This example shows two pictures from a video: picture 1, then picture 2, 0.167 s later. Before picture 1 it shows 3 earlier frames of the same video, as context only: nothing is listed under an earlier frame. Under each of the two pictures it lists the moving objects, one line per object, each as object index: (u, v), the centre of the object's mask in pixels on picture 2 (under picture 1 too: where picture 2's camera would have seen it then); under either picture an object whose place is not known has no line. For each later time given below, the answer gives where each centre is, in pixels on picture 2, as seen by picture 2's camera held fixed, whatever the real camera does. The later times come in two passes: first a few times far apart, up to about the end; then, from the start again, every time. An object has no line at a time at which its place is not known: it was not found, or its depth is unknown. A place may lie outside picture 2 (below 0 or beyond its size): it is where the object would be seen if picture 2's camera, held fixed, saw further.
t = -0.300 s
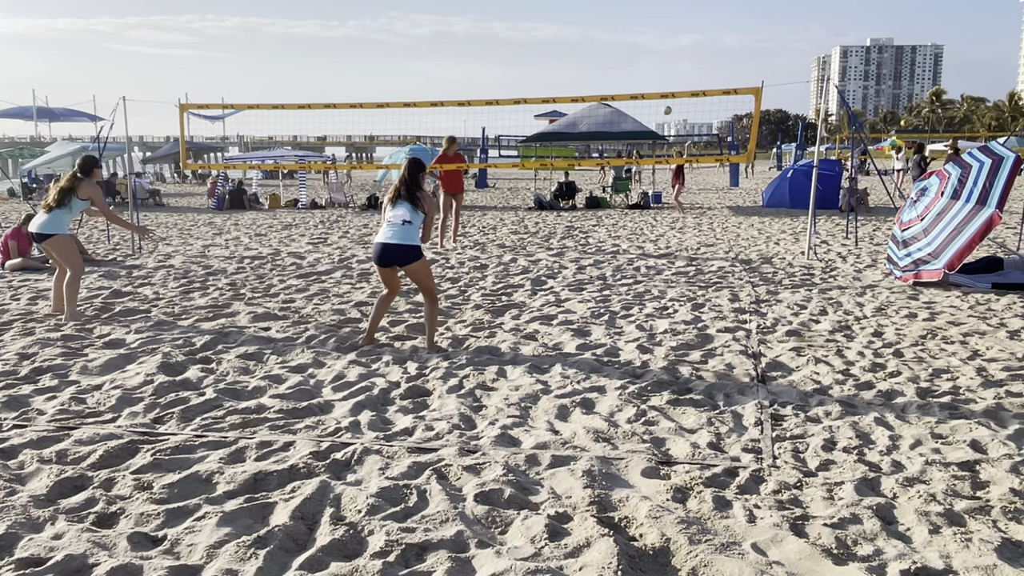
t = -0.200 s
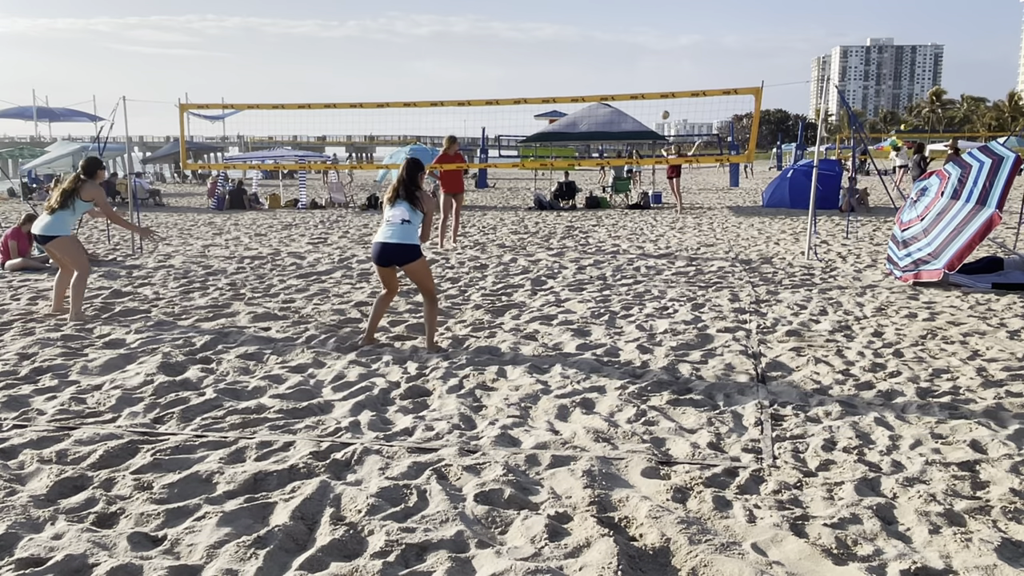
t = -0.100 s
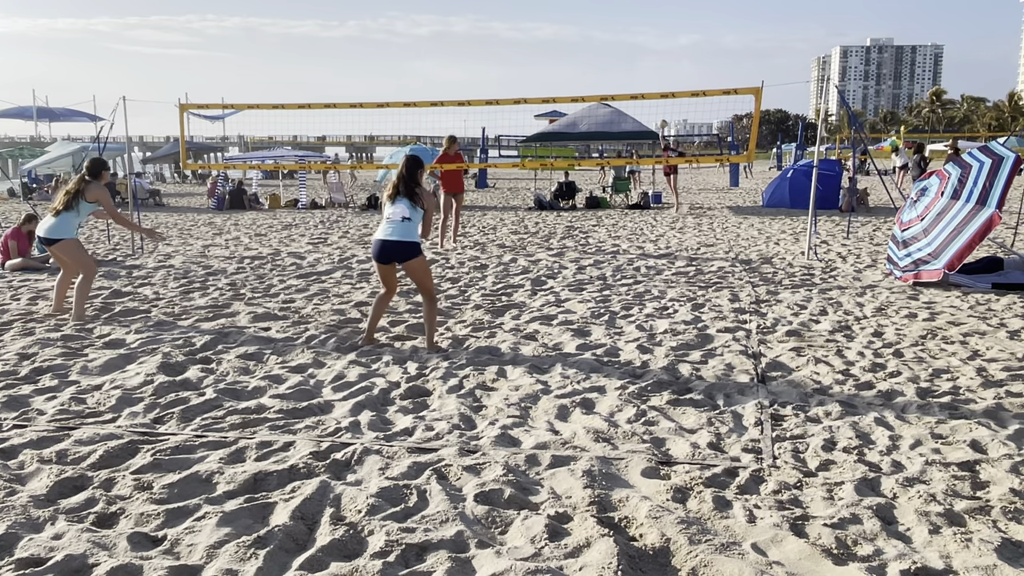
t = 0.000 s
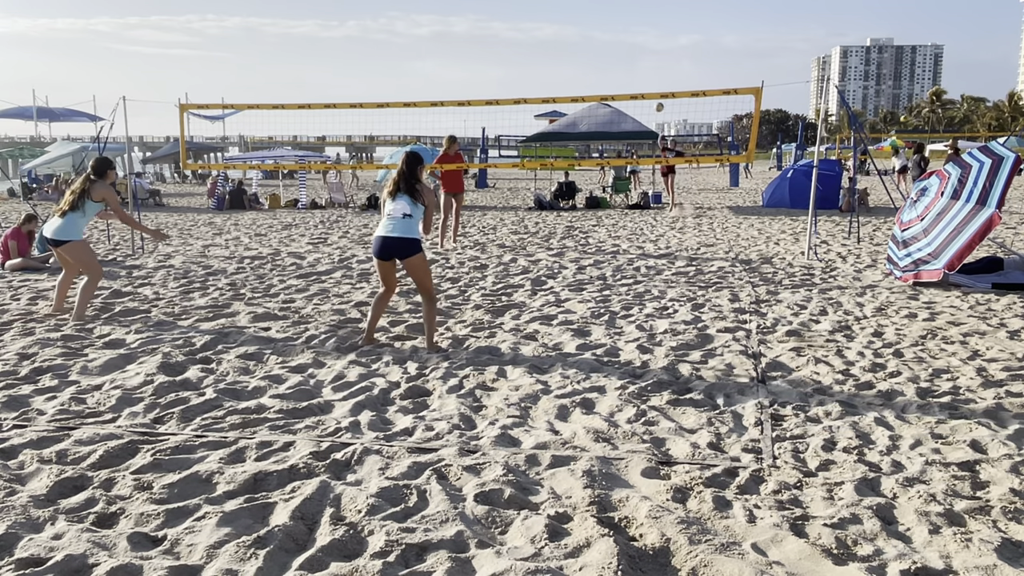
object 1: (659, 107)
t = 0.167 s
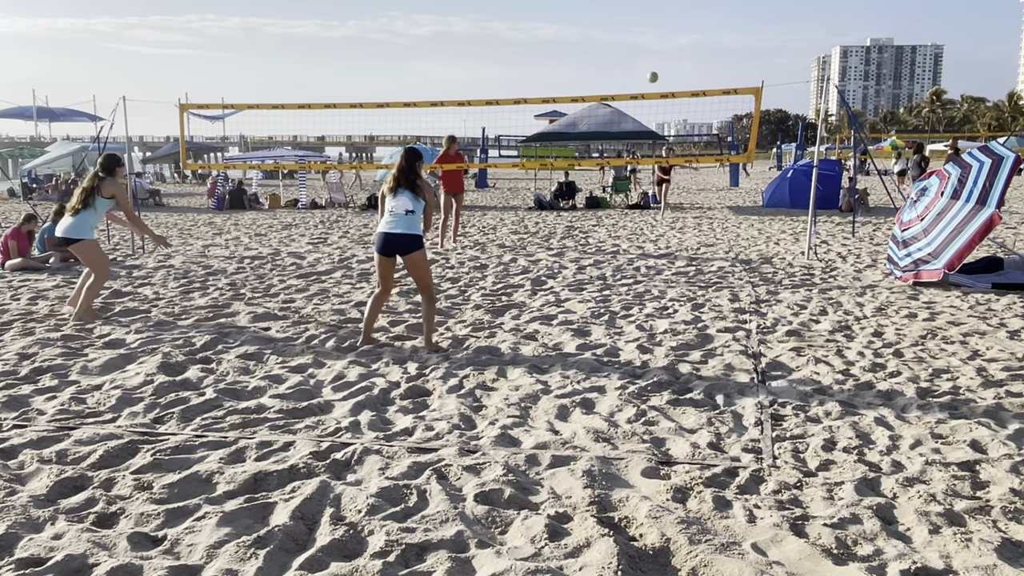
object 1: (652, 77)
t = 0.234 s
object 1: (649, 66)
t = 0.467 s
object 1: (633, 45)
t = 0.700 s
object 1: (614, 55)
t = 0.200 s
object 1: (651, 71)
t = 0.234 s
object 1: (649, 66)
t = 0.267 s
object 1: (648, 62)
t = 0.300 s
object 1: (645, 58)
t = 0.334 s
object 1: (643, 55)
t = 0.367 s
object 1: (641, 51)
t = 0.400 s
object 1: (638, 49)
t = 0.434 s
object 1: (635, 47)
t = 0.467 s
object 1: (633, 45)
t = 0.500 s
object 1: (630, 45)
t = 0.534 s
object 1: (628, 44)
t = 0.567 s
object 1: (625, 45)
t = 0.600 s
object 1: (622, 46)
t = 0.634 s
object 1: (619, 48)
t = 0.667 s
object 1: (616, 51)
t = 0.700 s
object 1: (614, 55)
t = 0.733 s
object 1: (610, 60)
